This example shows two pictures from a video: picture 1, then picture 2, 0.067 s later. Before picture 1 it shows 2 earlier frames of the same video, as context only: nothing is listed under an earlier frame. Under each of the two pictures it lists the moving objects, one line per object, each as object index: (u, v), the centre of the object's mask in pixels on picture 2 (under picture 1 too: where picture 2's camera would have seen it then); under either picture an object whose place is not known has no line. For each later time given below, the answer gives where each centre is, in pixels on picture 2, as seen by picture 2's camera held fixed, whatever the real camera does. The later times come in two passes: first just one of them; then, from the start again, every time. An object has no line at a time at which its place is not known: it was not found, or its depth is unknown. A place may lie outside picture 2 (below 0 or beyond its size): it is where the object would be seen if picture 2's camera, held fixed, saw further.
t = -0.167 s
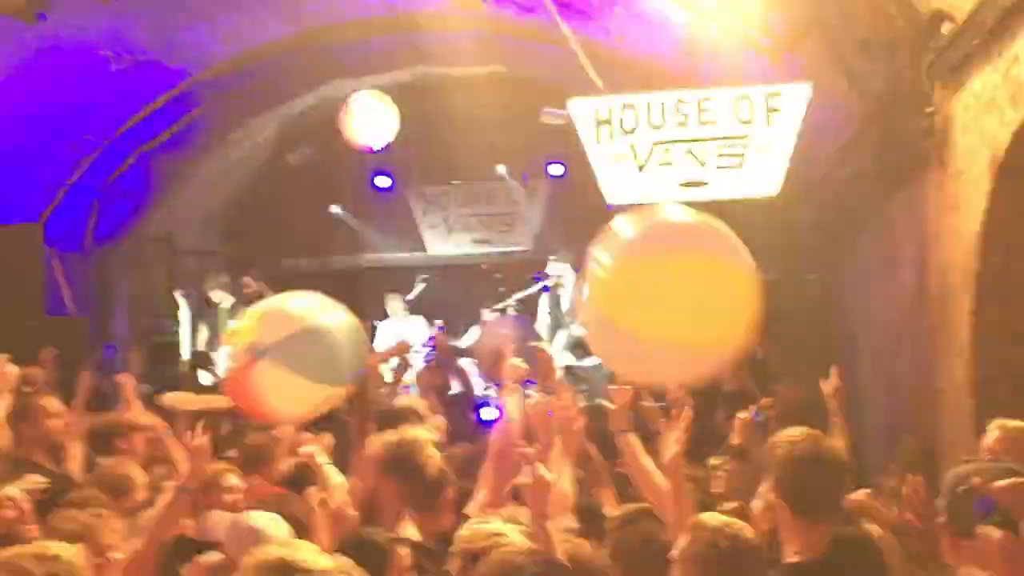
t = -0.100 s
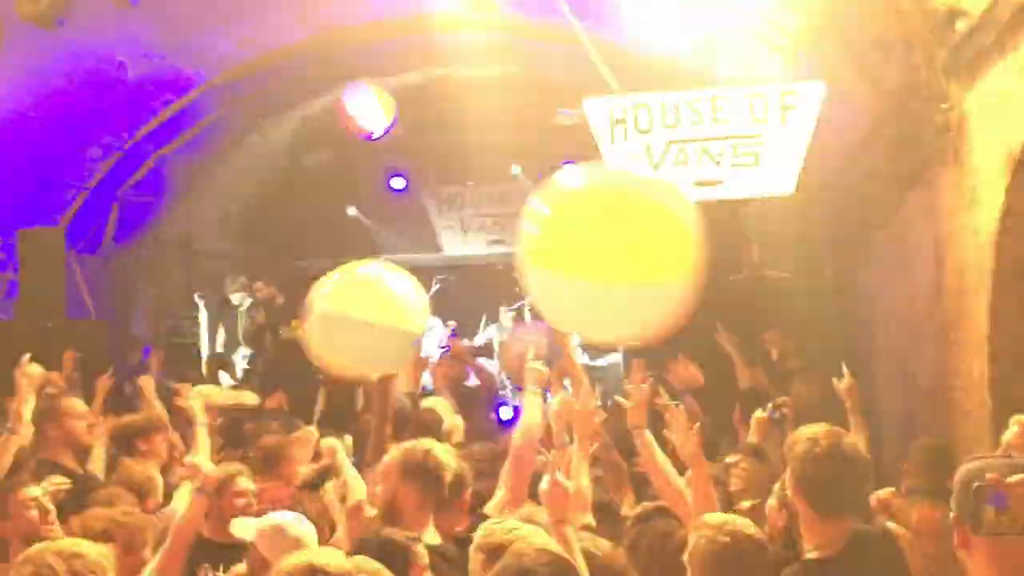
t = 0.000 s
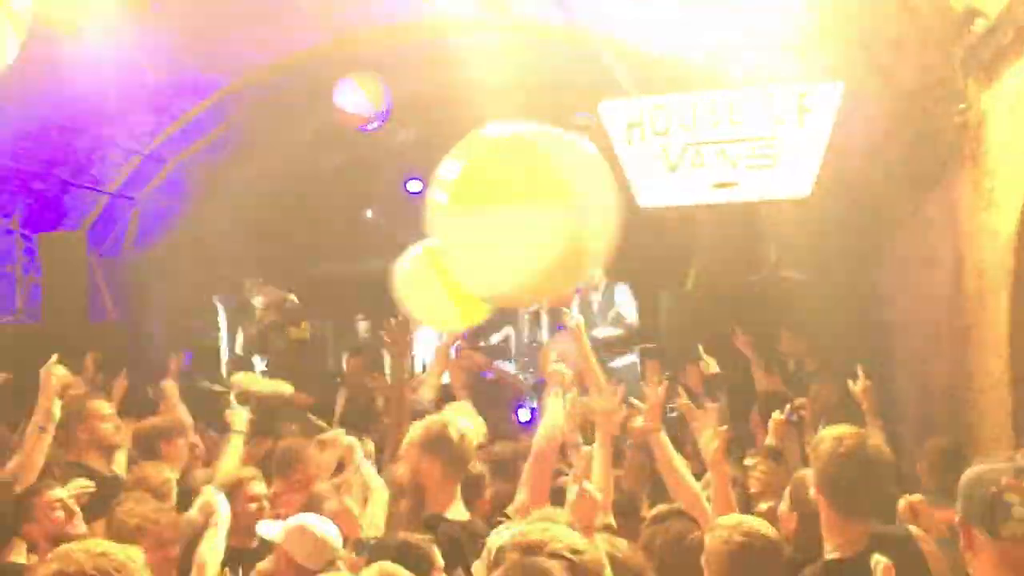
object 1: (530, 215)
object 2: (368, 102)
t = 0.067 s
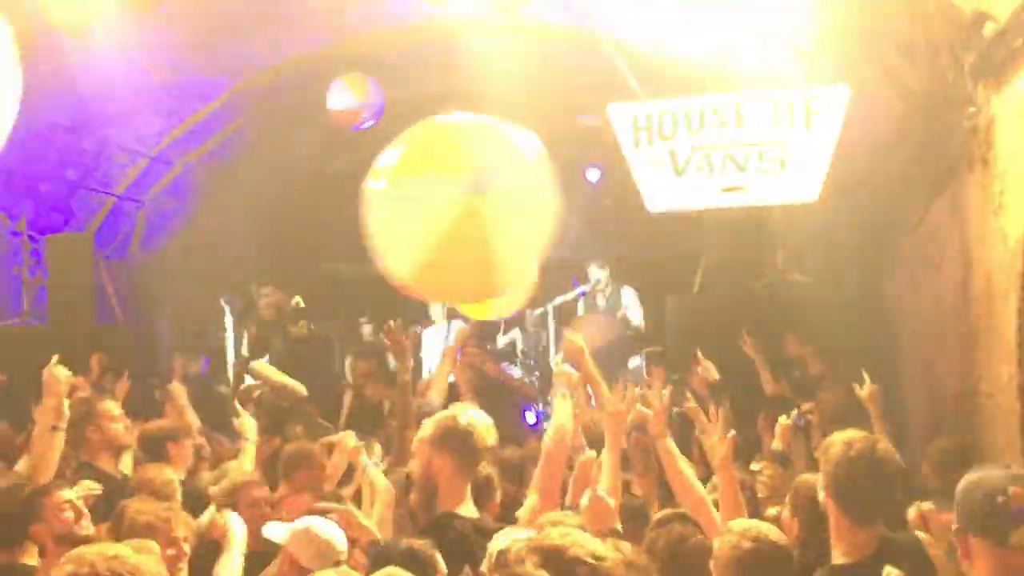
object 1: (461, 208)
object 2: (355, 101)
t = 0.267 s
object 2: (320, 112)
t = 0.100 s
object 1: (424, 206)
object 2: (349, 101)
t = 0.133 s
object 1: (390, 212)
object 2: (342, 100)
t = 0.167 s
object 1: (358, 219)
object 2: (336, 100)
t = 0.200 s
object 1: (325, 230)
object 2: (331, 105)
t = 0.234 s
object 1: (292, 242)
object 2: (326, 108)
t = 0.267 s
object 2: (320, 112)
